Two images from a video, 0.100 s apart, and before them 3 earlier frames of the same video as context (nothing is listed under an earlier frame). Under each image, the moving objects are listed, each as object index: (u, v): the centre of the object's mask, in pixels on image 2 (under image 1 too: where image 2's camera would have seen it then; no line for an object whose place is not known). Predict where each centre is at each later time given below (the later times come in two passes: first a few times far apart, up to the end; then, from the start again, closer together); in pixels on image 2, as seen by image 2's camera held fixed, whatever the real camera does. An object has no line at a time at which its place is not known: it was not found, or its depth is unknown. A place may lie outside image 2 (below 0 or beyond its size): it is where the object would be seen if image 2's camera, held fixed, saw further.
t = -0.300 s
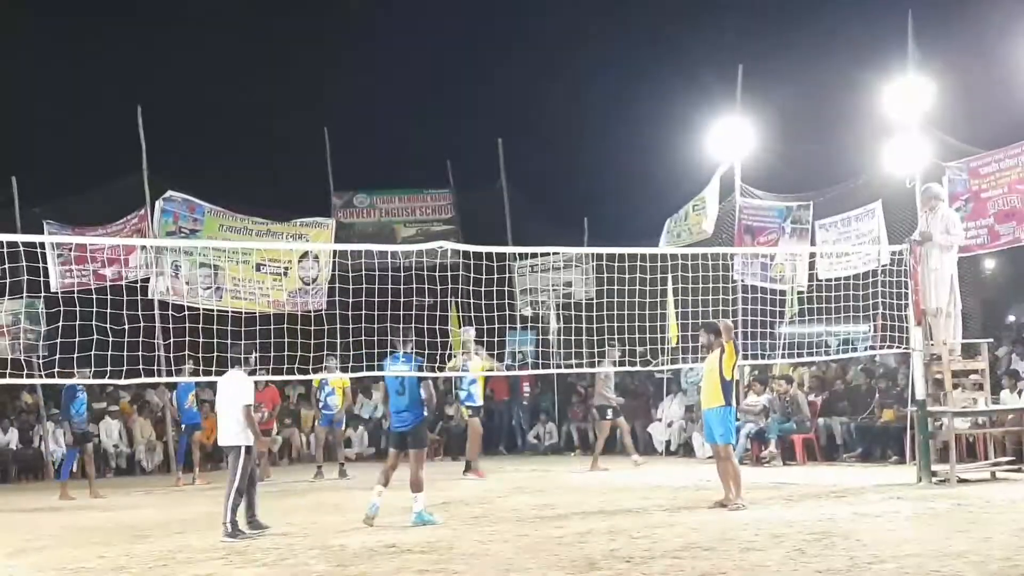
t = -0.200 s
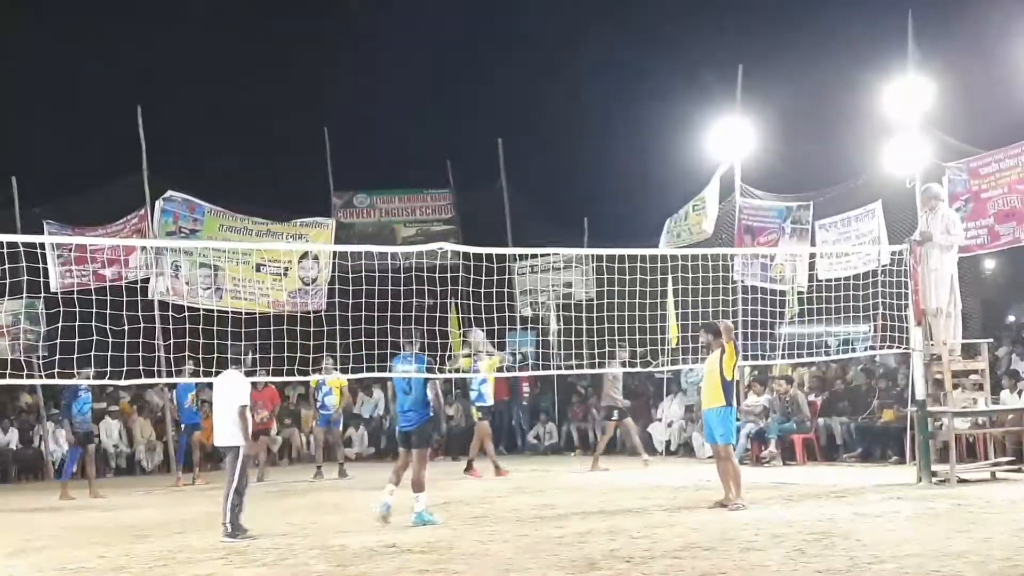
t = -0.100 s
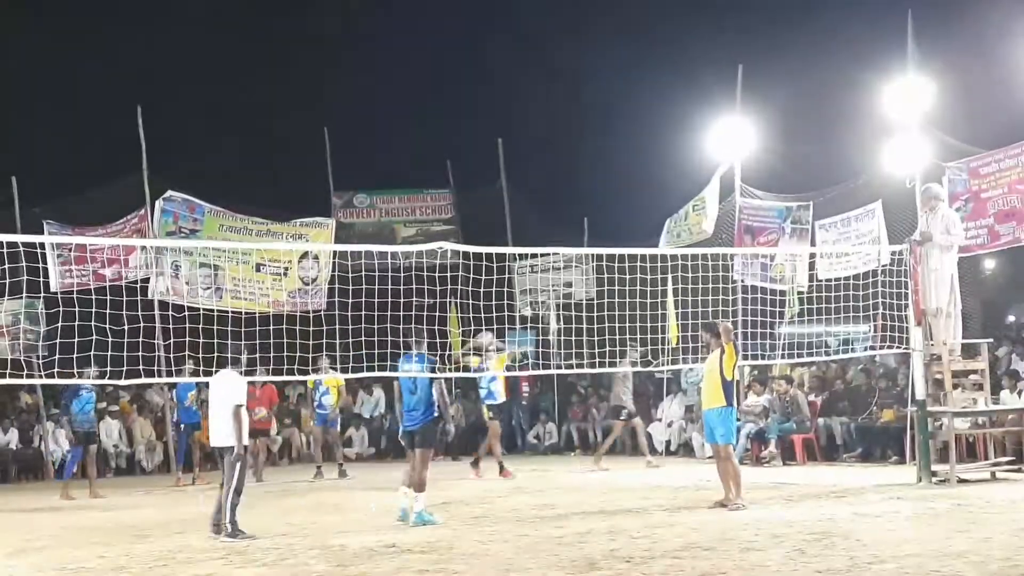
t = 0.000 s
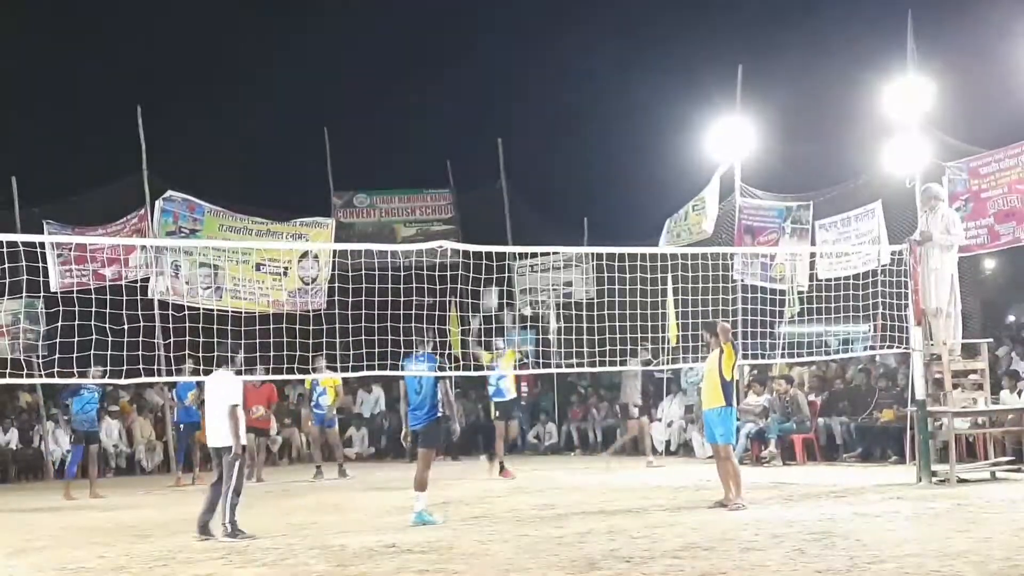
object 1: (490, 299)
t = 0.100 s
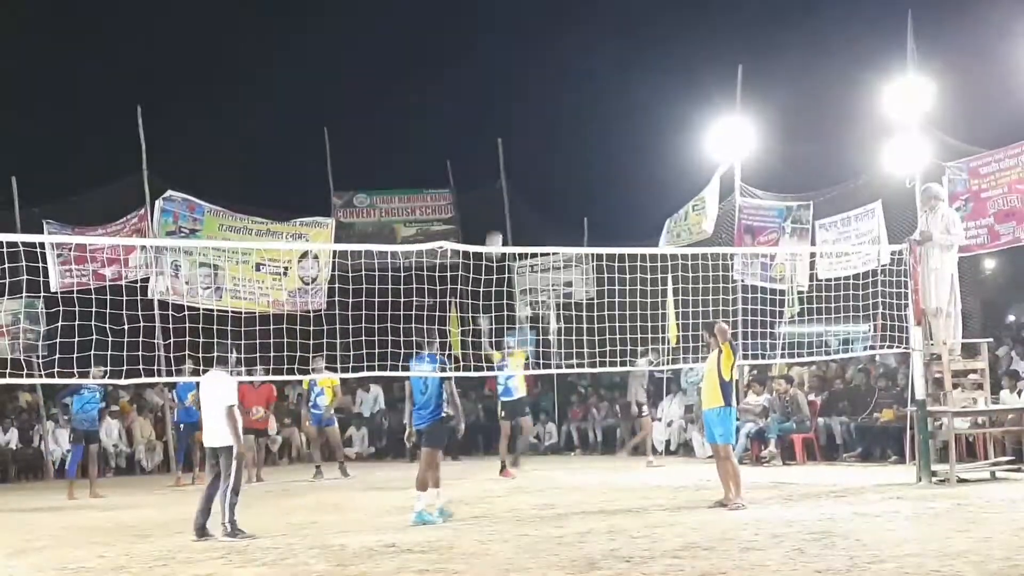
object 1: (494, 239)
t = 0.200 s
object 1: (498, 201)
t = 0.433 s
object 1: (509, 136)
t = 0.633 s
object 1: (522, 129)
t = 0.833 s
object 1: (538, 174)
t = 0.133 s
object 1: (495, 230)
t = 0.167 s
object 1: (496, 215)
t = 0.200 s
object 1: (498, 201)
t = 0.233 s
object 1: (499, 188)
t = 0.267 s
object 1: (500, 177)
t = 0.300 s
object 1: (502, 166)
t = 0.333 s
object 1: (504, 157)
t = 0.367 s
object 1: (505, 149)
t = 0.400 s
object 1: (507, 142)
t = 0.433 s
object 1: (509, 136)
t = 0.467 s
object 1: (511, 131)
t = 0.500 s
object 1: (513, 128)
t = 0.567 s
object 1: (518, 126)
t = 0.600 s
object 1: (520, 126)
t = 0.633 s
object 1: (522, 129)
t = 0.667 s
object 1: (524, 133)
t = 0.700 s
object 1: (527, 138)
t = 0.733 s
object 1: (530, 146)
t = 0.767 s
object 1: (532, 153)
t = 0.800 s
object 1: (535, 163)
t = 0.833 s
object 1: (538, 174)
